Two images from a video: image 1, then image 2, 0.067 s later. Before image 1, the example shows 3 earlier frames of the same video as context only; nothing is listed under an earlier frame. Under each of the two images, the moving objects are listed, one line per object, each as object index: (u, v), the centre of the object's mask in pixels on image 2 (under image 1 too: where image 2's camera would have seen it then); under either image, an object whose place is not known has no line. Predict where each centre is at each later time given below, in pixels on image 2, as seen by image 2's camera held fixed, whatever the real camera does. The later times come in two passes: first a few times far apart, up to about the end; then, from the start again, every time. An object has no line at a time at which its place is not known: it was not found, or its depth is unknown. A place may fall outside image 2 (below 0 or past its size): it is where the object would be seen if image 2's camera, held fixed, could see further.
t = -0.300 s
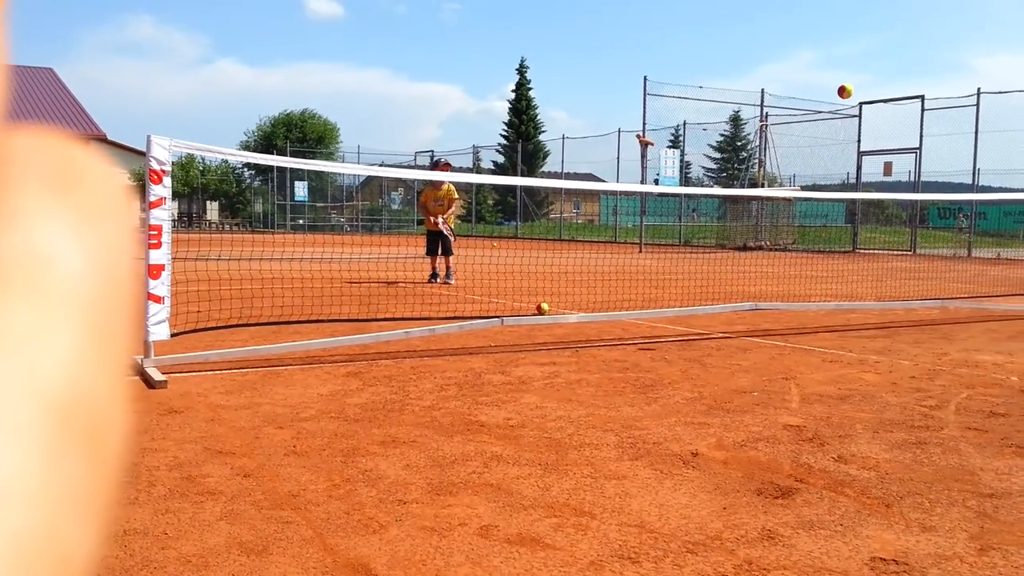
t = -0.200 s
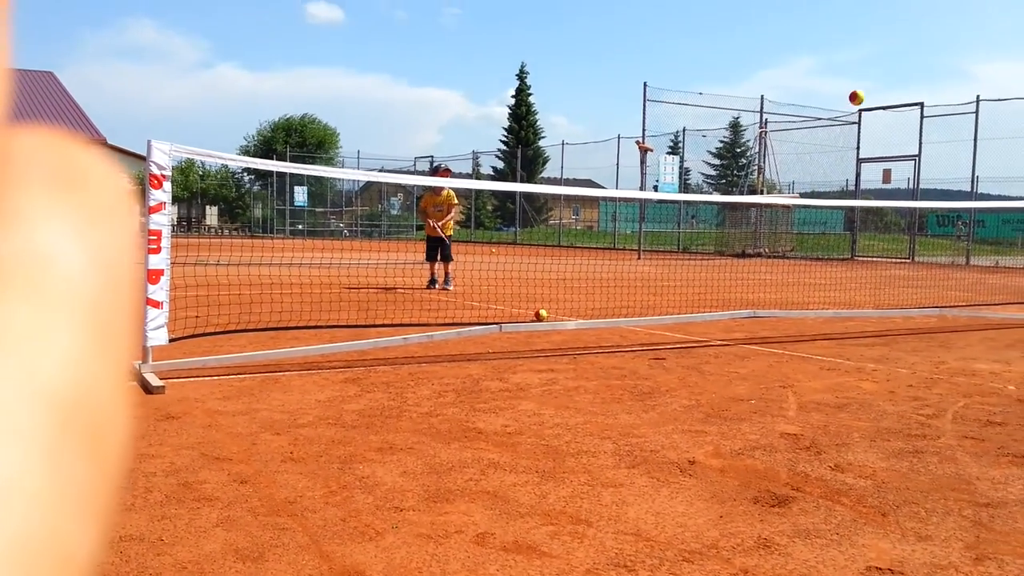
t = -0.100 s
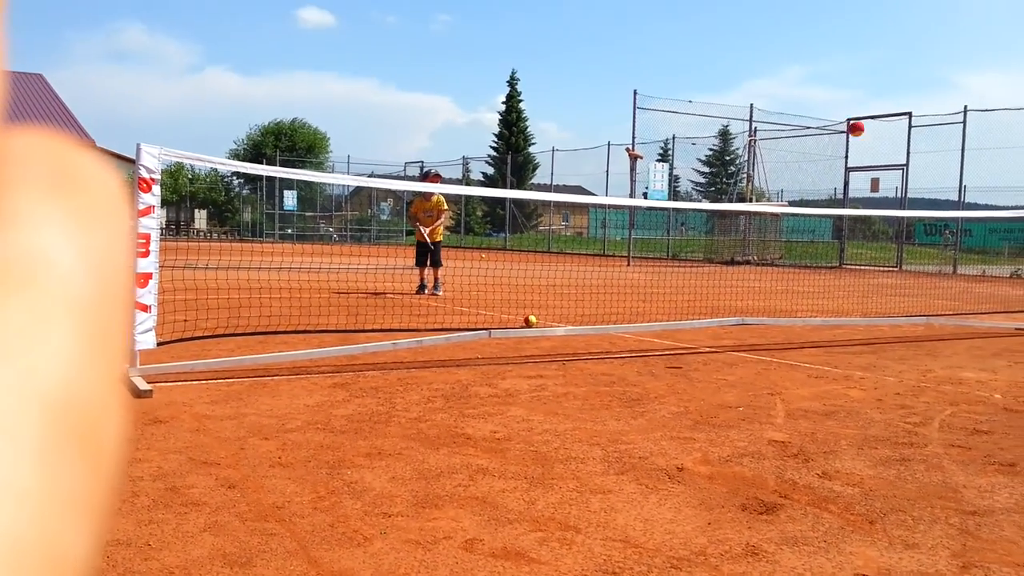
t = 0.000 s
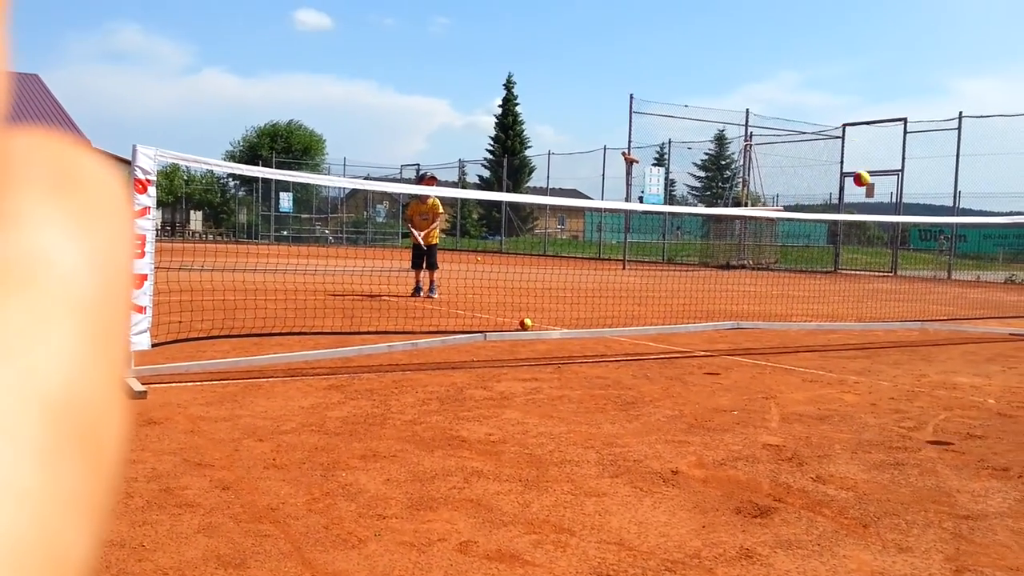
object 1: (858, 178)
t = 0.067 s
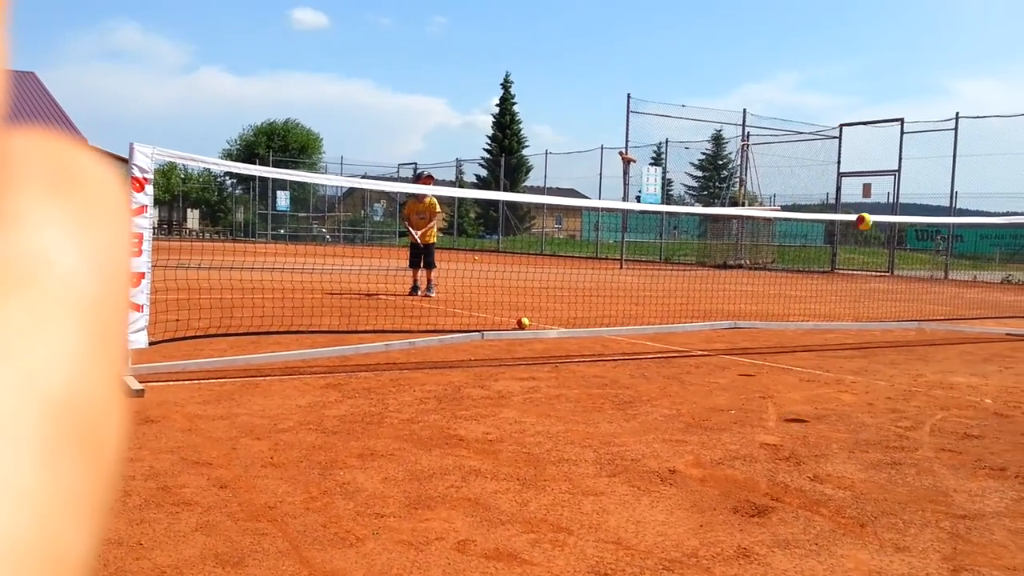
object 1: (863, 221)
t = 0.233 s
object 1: (873, 373)
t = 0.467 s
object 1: (913, 237)
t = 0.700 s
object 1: (946, 209)
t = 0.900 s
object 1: (969, 285)
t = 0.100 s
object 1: (865, 246)
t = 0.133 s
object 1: (868, 272)
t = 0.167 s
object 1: (870, 304)
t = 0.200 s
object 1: (872, 337)
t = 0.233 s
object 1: (873, 373)
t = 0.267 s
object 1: (879, 350)
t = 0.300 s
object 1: (884, 326)
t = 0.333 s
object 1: (890, 305)
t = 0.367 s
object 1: (896, 286)
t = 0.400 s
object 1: (902, 266)
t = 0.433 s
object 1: (907, 250)
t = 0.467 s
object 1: (913, 237)
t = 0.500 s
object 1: (918, 227)
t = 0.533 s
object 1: (923, 218)
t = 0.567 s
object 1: (928, 210)
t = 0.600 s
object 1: (933, 205)
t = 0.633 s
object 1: (937, 203)
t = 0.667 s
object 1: (942, 206)
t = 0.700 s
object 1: (946, 209)
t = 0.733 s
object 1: (950, 216)
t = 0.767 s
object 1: (954, 224)
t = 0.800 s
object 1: (958, 236)
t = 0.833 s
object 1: (962, 249)
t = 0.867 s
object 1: (966, 265)
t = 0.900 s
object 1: (969, 285)
